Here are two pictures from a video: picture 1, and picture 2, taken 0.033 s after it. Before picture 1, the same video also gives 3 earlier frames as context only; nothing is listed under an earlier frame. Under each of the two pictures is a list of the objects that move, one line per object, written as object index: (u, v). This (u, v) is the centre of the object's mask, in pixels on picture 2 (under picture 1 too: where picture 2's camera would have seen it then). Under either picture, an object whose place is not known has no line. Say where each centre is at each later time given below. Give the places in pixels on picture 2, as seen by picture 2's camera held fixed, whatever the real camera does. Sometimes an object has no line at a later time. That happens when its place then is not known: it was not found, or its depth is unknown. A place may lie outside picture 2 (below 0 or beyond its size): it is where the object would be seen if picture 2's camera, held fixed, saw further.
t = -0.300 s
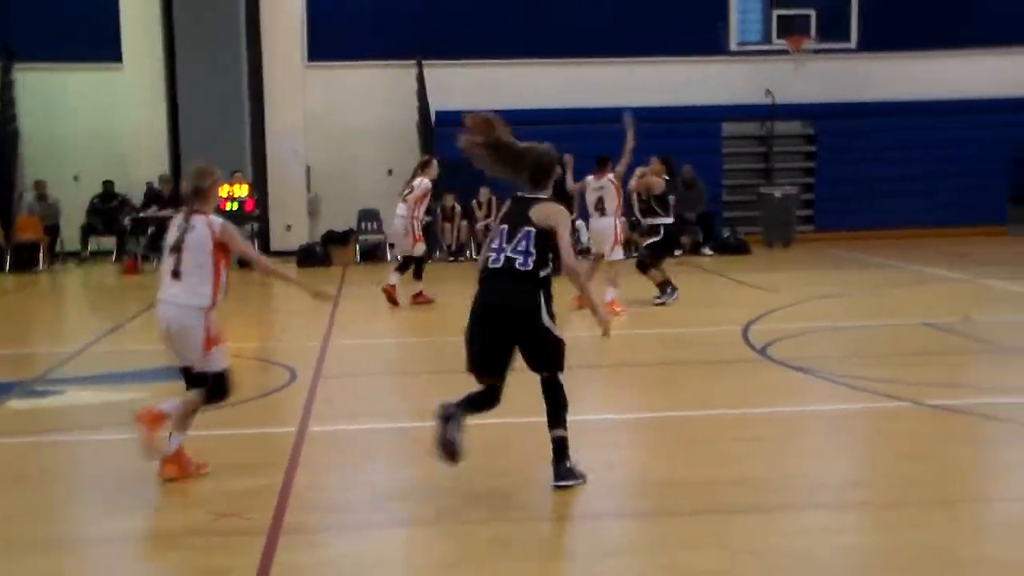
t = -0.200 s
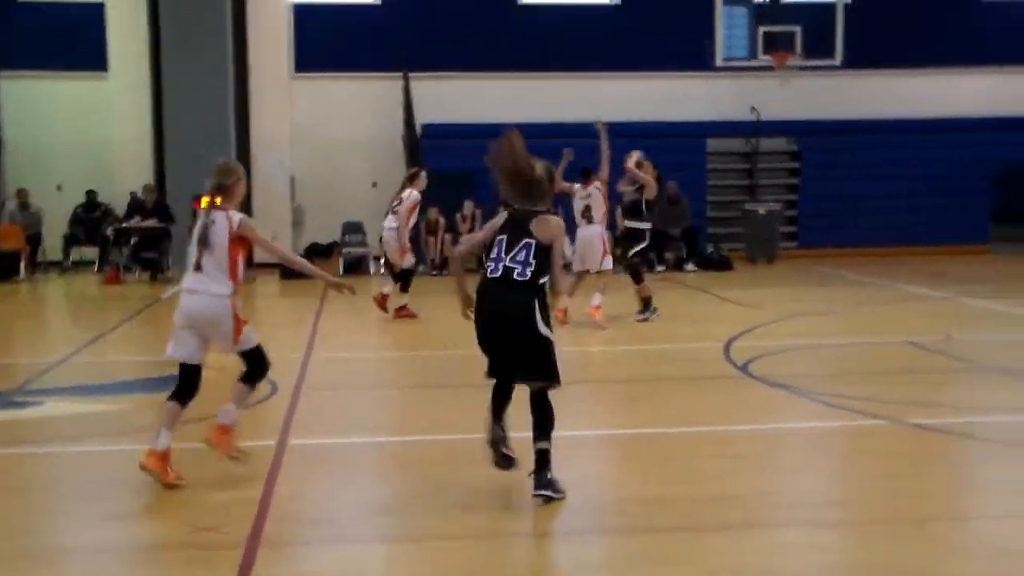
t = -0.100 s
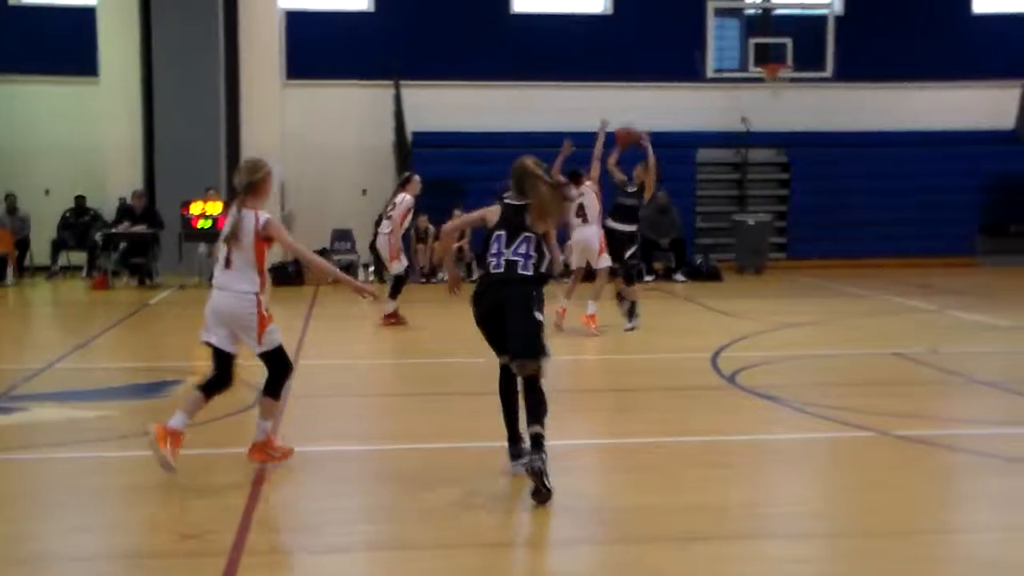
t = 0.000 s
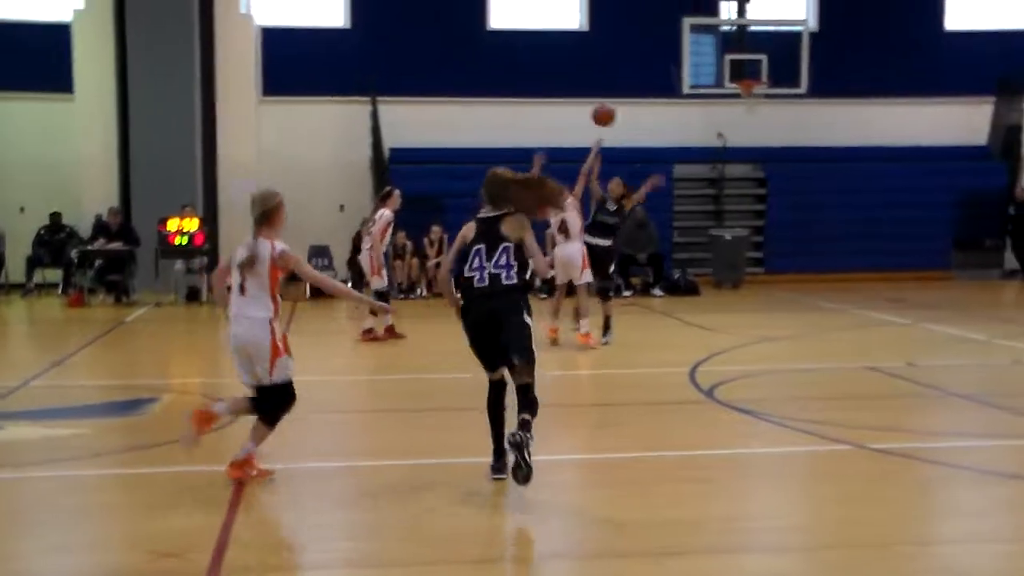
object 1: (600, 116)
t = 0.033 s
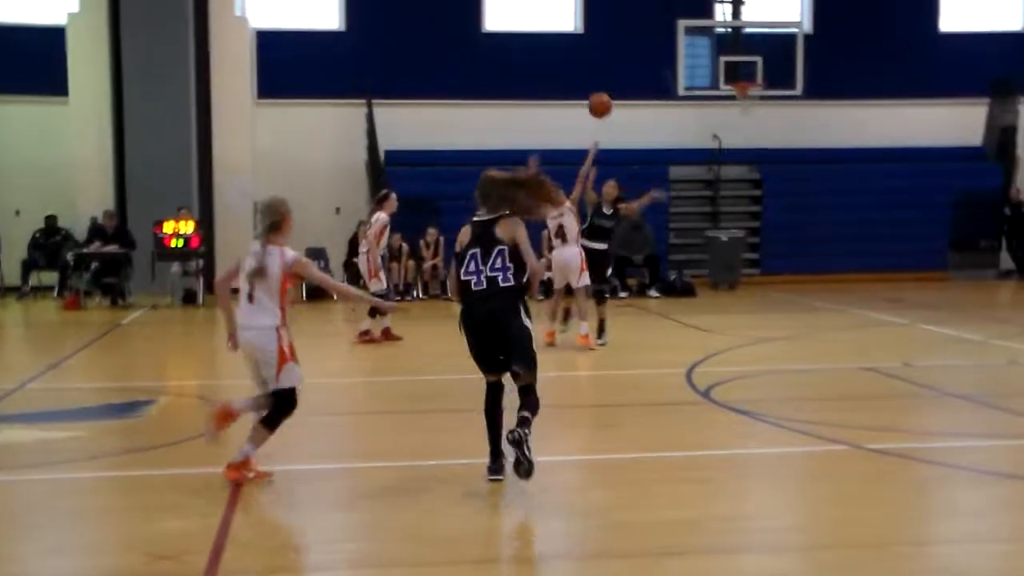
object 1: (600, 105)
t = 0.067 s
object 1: (600, 96)
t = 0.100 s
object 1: (600, 88)
